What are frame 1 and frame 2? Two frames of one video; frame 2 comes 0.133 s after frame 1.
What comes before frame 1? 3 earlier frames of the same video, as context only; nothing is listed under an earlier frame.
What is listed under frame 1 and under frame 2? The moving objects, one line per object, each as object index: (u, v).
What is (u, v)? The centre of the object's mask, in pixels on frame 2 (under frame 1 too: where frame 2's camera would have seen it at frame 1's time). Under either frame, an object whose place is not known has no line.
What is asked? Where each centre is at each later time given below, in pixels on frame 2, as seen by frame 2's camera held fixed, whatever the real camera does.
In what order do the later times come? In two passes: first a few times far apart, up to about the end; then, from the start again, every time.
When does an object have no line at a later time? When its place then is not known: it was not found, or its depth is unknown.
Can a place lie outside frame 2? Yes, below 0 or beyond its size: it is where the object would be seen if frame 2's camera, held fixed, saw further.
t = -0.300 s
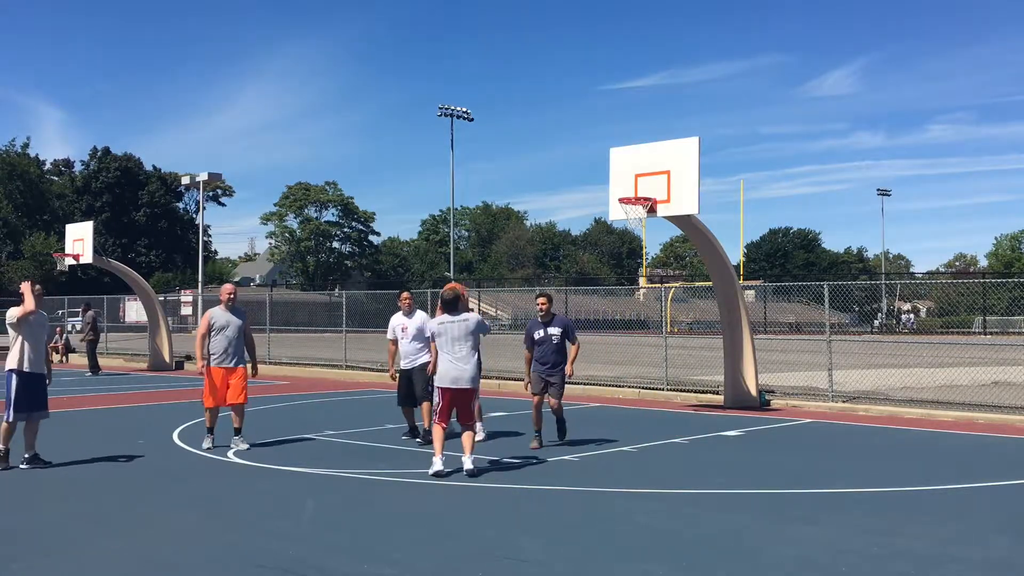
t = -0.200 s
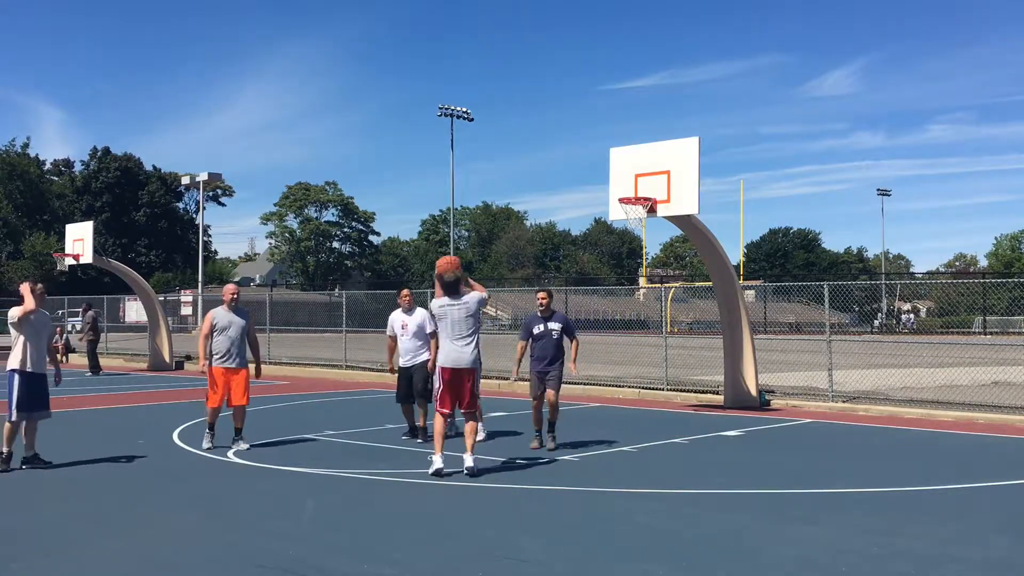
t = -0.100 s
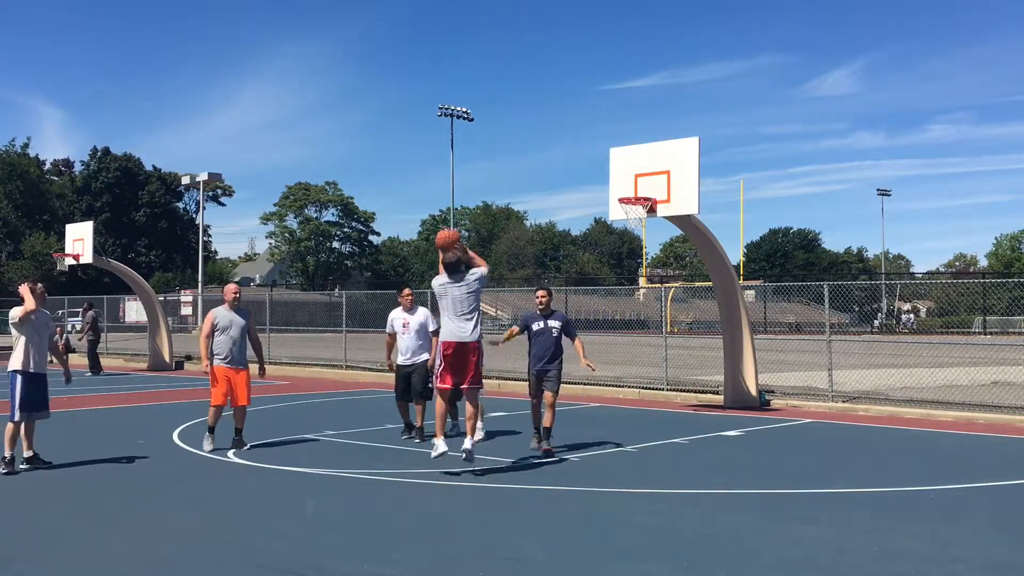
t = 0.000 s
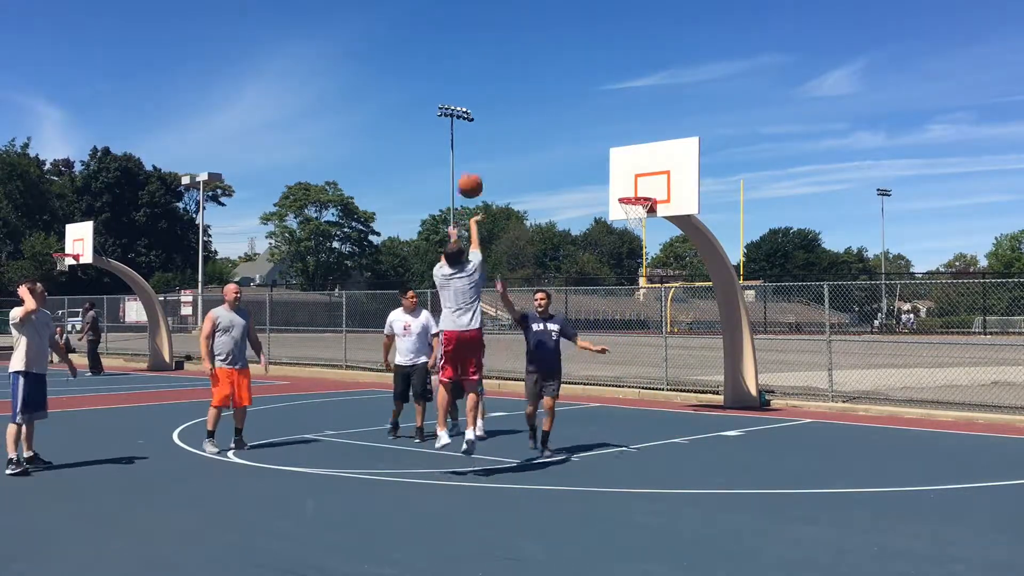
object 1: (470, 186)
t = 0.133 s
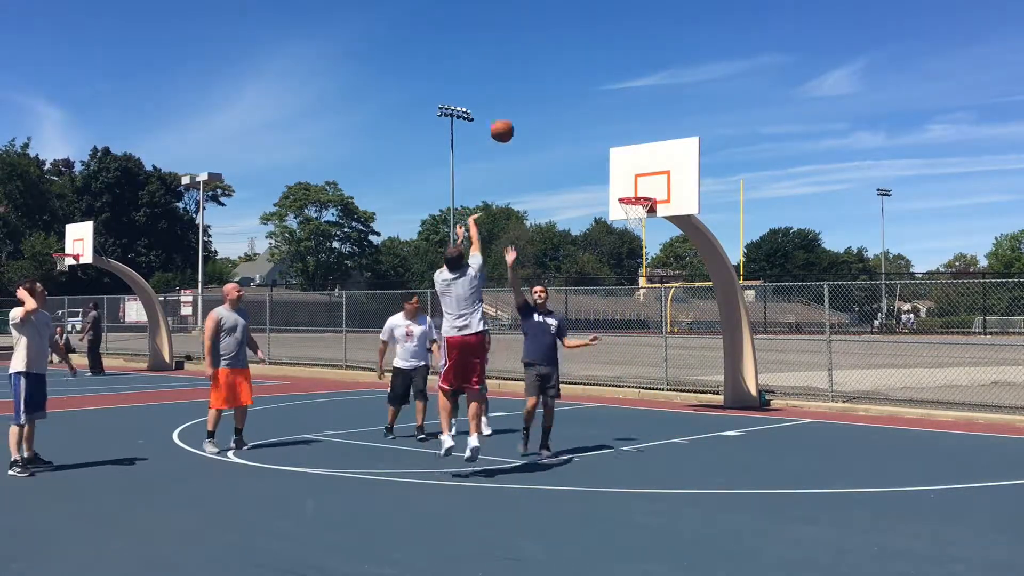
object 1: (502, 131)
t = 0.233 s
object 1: (523, 104)
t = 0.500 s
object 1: (572, 85)
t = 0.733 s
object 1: (606, 116)
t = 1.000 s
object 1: (640, 190)
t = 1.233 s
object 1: (636, 206)
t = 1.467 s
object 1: (648, 218)
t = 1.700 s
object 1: (645, 257)
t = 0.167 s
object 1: (509, 120)
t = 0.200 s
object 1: (516, 112)
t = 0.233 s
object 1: (523, 104)
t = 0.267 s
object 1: (530, 98)
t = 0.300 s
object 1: (537, 93)
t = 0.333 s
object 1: (543, 89)
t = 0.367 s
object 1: (549, 86)
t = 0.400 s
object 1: (555, 84)
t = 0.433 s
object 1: (560, 83)
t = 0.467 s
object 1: (566, 84)
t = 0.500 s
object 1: (572, 85)
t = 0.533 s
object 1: (577, 87)
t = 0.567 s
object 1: (582, 90)
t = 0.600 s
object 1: (587, 94)
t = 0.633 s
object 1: (591, 98)
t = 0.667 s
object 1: (596, 103)
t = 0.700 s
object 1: (601, 110)
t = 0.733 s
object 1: (606, 116)
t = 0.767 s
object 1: (610, 123)
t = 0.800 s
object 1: (615, 131)
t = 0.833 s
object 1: (619, 139)
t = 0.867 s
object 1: (623, 149)
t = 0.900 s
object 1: (627, 159)
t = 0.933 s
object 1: (632, 169)
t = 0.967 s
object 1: (636, 180)
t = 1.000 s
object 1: (640, 190)
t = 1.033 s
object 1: (641, 193)
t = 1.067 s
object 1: (641, 196)
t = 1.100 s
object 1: (632, 196)
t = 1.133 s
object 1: (627, 202)
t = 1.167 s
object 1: (626, 199)
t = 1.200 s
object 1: (630, 204)
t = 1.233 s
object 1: (636, 206)
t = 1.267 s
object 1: (644, 208)
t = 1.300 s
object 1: (647, 211)
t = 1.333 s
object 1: (648, 211)
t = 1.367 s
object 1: (649, 214)
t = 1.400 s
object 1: (649, 213)
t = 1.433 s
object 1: (649, 216)
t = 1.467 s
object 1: (648, 218)
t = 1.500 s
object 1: (648, 222)
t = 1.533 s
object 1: (647, 227)
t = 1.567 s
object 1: (647, 231)
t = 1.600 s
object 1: (647, 237)
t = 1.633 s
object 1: (646, 243)
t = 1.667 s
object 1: (646, 250)
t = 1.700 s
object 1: (645, 257)
